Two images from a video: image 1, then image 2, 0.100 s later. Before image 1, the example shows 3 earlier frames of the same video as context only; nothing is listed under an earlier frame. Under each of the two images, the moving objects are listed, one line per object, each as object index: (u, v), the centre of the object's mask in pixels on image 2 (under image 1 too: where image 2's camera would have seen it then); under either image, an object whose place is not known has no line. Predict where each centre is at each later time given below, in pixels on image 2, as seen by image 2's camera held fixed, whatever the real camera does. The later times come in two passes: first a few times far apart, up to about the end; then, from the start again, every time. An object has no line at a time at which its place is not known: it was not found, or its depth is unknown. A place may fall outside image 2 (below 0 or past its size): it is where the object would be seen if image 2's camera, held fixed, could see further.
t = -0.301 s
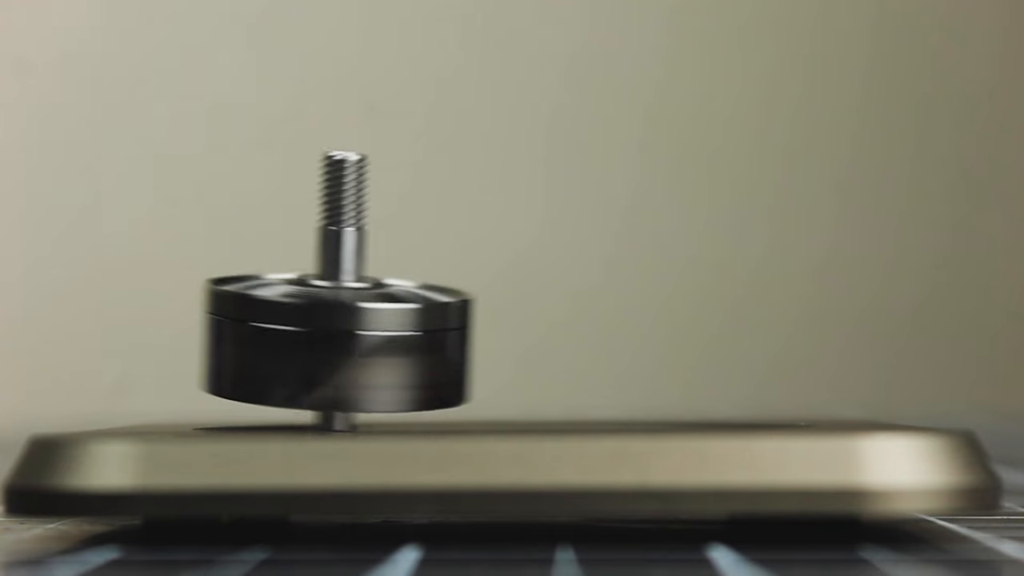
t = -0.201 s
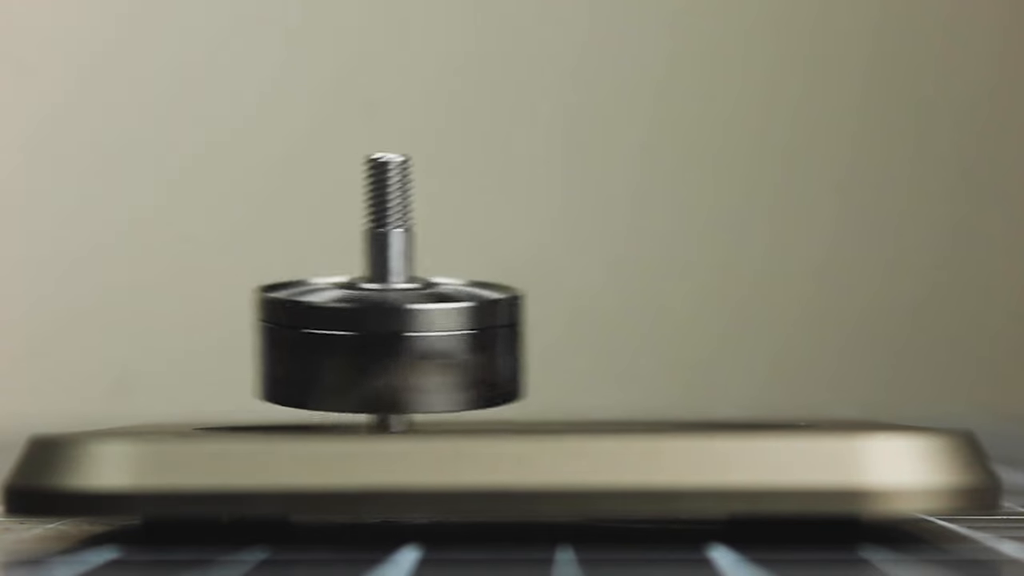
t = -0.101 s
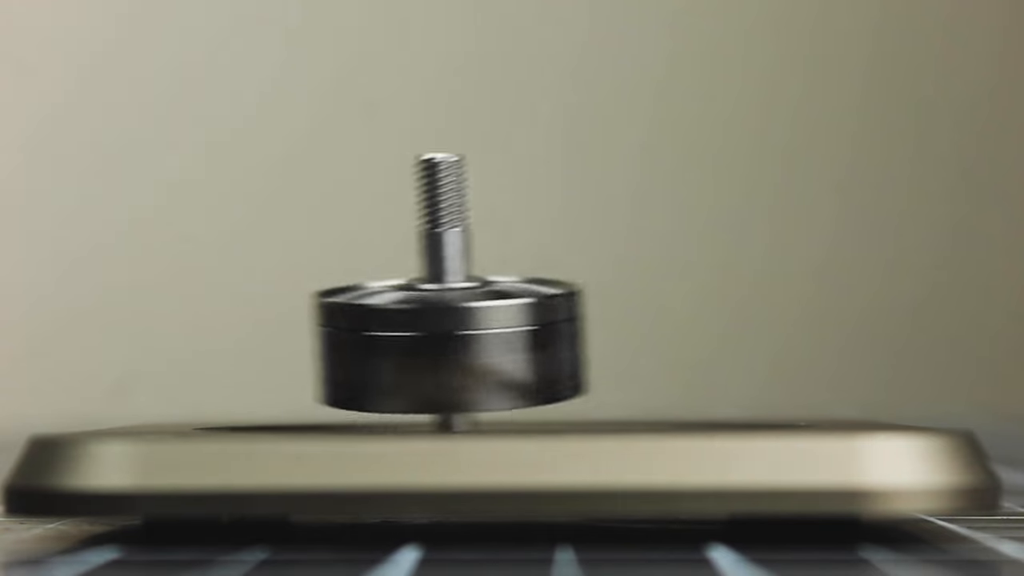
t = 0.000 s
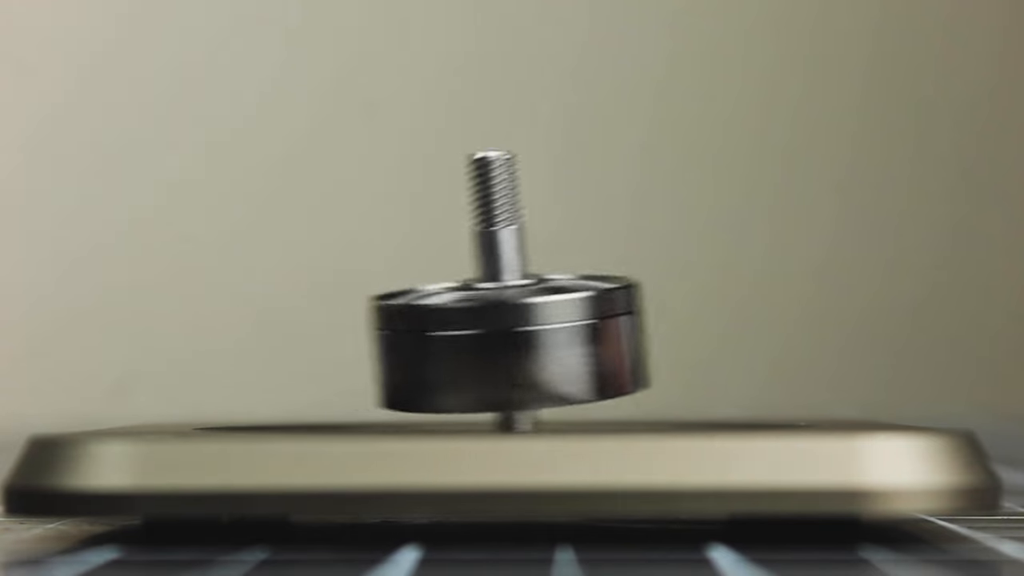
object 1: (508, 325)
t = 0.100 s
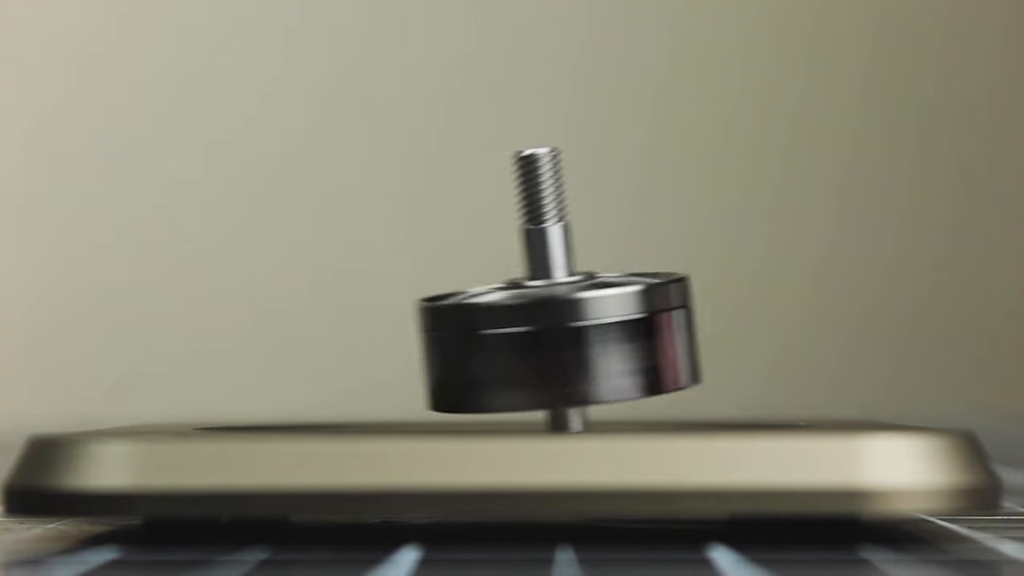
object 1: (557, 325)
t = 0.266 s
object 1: (614, 320)
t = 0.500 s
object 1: (642, 312)
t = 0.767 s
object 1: (598, 313)
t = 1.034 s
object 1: (494, 318)
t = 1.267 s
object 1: (449, 323)
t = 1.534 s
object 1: (485, 328)
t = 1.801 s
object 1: (539, 327)
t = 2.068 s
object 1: (568, 327)
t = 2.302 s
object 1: (562, 322)
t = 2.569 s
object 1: (469, 319)
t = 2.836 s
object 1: (343, 318)
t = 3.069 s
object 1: (298, 317)
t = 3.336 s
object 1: (348, 325)
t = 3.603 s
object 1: (475, 327)
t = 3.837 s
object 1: (586, 325)
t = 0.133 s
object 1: (571, 323)
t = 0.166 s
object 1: (583, 323)
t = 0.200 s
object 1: (594, 322)
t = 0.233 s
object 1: (605, 321)
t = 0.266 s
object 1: (614, 320)
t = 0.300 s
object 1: (623, 318)
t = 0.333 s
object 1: (629, 316)
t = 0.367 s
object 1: (634, 314)
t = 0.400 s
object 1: (639, 313)
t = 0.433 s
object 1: (641, 313)
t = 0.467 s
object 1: (641, 312)
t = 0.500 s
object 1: (642, 312)
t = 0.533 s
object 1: (642, 311)
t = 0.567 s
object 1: (641, 310)
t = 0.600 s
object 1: (637, 310)
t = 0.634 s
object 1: (634, 311)
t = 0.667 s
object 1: (628, 311)
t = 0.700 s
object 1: (620, 312)
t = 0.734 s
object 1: (611, 312)
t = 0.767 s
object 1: (598, 313)
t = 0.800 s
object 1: (586, 314)
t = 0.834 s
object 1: (575, 315)
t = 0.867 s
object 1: (562, 315)
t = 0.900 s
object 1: (550, 316)
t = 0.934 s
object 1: (535, 317)
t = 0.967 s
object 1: (522, 318)
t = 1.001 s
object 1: (507, 318)
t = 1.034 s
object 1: (494, 318)
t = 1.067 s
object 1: (481, 319)
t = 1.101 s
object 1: (471, 320)
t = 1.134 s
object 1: (463, 320)
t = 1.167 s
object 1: (457, 321)
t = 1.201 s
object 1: (452, 321)
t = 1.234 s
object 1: (449, 322)
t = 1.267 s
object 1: (449, 323)
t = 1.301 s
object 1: (448, 324)
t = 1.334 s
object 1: (451, 325)
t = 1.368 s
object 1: (455, 326)
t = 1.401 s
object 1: (460, 327)
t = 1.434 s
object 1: (466, 327)
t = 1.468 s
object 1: (472, 328)
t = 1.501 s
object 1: (479, 328)
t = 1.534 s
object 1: (485, 328)
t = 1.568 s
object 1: (492, 328)
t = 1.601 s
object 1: (501, 327)
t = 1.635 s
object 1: (509, 328)
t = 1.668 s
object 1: (515, 327)
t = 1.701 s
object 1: (522, 327)
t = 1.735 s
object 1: (528, 327)
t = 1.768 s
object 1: (533, 327)
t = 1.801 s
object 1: (539, 327)
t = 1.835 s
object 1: (543, 327)
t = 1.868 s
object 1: (548, 327)
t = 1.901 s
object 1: (549, 327)
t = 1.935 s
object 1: (554, 328)
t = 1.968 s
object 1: (558, 327)
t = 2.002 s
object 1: (563, 327)
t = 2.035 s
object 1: (566, 327)
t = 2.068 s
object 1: (568, 327)
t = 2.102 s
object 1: (570, 327)
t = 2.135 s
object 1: (571, 326)
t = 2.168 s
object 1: (572, 325)
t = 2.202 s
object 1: (571, 324)
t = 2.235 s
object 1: (570, 323)
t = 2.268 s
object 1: (567, 322)
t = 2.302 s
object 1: (562, 322)
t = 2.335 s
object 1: (556, 322)
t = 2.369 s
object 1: (547, 321)
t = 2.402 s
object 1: (537, 321)
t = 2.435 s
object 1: (525, 321)
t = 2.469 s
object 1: (513, 320)
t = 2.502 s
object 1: (500, 320)
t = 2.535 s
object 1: (485, 320)
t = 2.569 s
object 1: (469, 319)
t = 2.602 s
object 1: (451, 320)
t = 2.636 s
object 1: (433, 319)
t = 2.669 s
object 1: (413, 319)
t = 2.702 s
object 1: (396, 319)
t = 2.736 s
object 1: (381, 319)
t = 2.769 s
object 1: (366, 319)
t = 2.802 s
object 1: (355, 319)
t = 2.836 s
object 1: (343, 318)
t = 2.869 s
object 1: (333, 318)
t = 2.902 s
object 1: (324, 317)
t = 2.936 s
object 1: (316, 317)
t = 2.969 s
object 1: (309, 317)
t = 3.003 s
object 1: (302, 317)
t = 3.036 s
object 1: (300, 317)
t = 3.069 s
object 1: (298, 317)
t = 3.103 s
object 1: (299, 317)
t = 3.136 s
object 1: (301, 319)
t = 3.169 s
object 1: (304, 320)
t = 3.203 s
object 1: (311, 321)
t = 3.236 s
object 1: (317, 323)
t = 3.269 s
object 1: (326, 323)
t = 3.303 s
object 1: (336, 324)
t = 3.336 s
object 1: (348, 325)
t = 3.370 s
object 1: (360, 326)
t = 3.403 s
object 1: (374, 327)
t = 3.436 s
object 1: (387, 327)
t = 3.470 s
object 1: (403, 327)
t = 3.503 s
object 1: (419, 327)
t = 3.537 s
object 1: (438, 327)
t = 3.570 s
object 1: (456, 326)
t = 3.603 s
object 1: (475, 327)
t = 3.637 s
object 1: (492, 327)
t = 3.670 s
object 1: (509, 327)
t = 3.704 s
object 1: (526, 327)
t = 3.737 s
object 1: (542, 327)
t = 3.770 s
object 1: (557, 326)
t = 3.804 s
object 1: (571, 326)
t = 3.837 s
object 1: (586, 325)
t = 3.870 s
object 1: (599, 324)
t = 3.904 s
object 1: (611, 324)
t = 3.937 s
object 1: (620, 323)
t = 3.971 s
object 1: (630, 322)
